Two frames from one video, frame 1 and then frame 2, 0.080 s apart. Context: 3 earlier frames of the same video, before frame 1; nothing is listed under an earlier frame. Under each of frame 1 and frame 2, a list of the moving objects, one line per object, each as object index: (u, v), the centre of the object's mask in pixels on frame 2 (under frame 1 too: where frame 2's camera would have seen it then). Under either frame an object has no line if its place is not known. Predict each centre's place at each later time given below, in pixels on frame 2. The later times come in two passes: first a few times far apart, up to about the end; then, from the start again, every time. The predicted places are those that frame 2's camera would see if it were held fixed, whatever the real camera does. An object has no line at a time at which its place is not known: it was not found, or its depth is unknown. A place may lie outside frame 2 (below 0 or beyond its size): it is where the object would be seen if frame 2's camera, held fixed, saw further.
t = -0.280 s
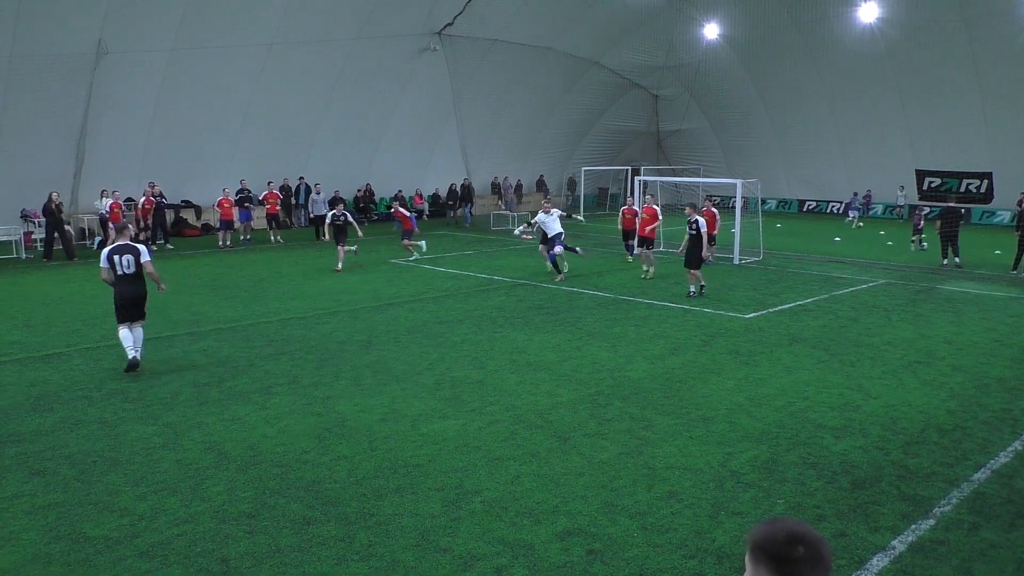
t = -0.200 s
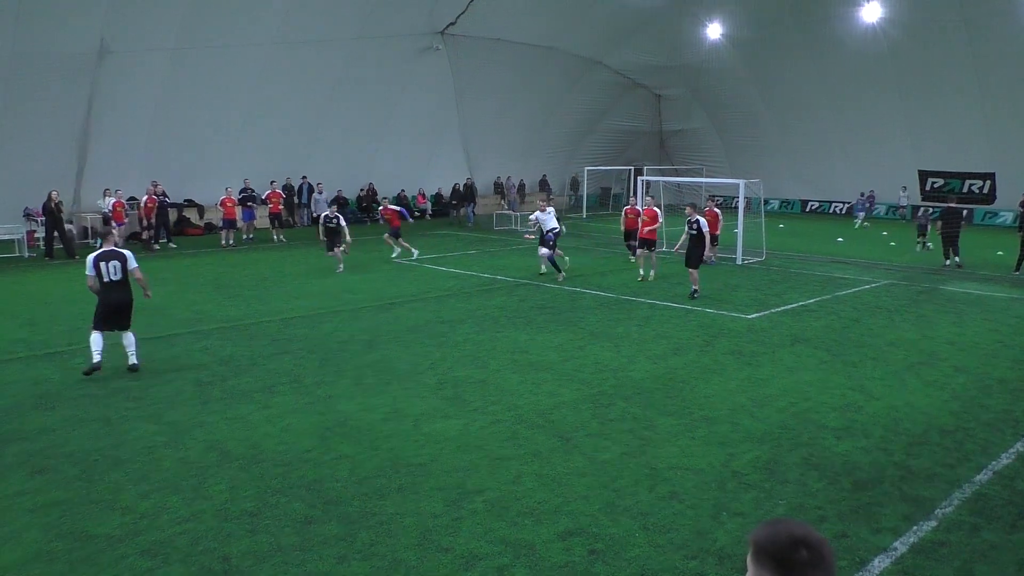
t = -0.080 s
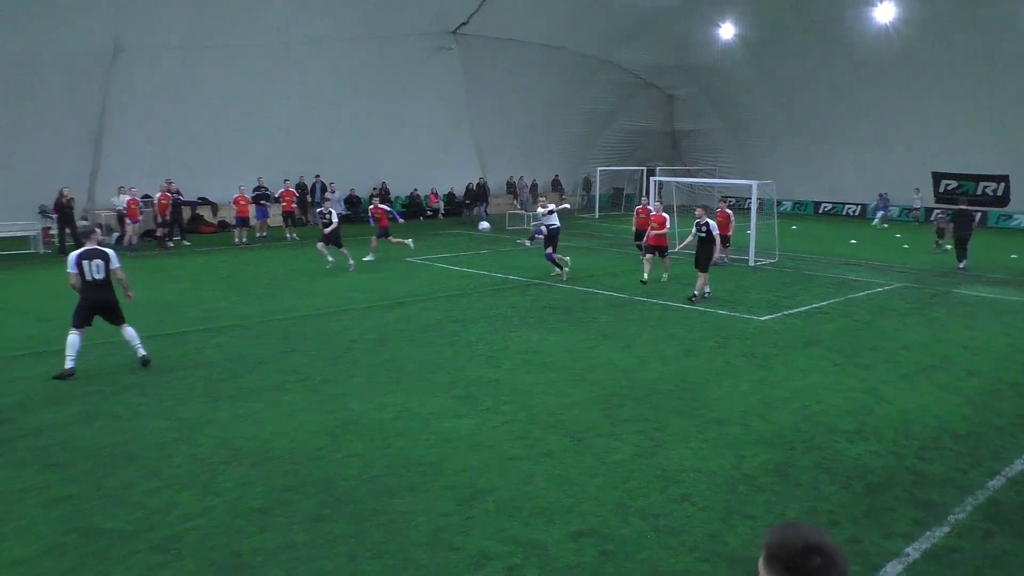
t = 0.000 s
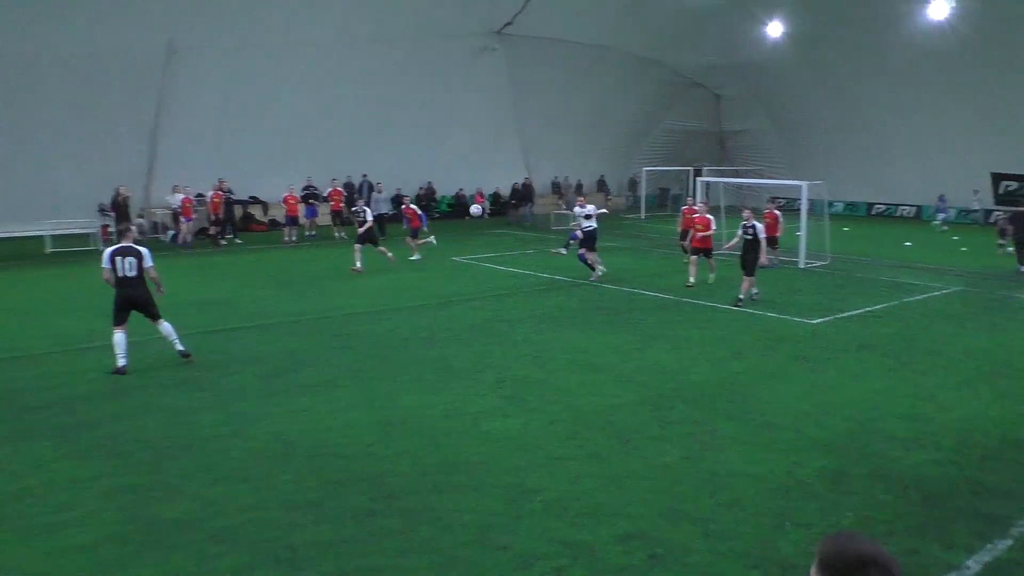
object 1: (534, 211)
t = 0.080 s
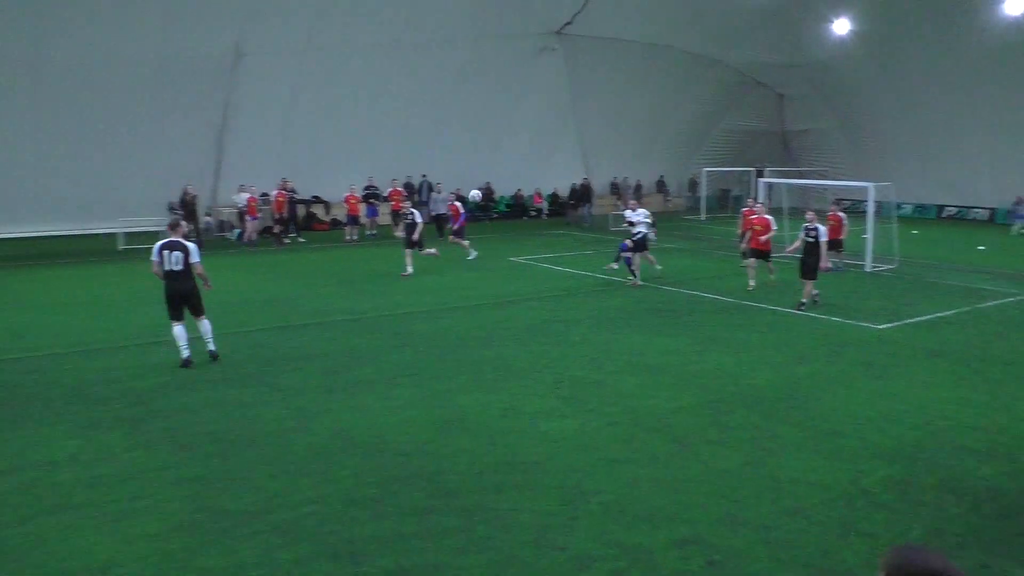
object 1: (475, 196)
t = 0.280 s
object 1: (299, 171)
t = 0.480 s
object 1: (58, 172)
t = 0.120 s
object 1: (444, 190)
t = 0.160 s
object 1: (410, 184)
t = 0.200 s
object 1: (375, 178)
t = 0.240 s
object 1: (338, 174)
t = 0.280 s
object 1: (299, 171)
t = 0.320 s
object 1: (257, 168)
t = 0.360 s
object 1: (213, 167)
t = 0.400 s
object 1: (166, 167)
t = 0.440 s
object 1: (113, 169)
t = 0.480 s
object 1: (58, 172)
